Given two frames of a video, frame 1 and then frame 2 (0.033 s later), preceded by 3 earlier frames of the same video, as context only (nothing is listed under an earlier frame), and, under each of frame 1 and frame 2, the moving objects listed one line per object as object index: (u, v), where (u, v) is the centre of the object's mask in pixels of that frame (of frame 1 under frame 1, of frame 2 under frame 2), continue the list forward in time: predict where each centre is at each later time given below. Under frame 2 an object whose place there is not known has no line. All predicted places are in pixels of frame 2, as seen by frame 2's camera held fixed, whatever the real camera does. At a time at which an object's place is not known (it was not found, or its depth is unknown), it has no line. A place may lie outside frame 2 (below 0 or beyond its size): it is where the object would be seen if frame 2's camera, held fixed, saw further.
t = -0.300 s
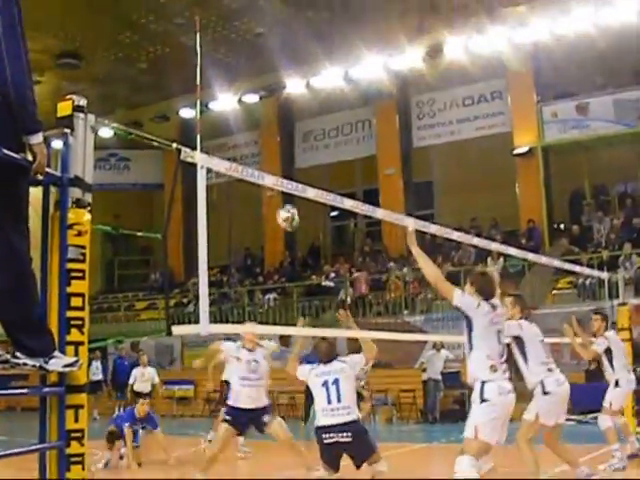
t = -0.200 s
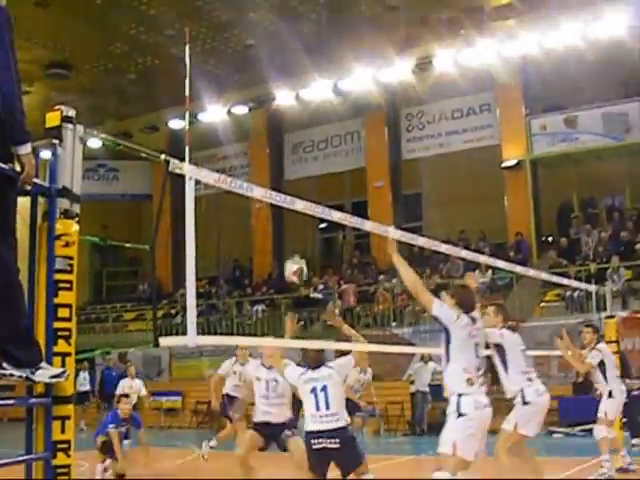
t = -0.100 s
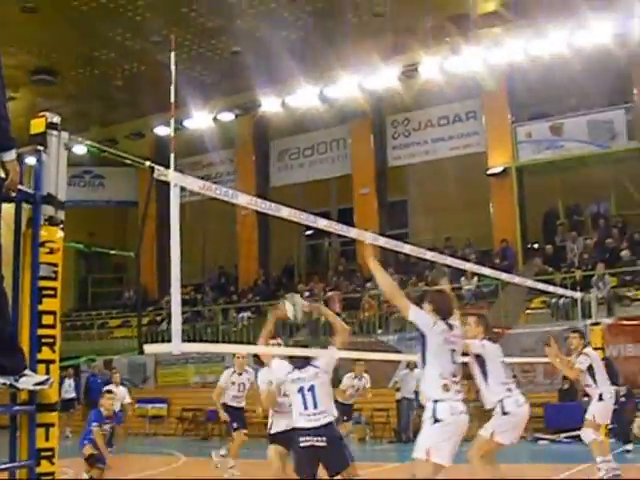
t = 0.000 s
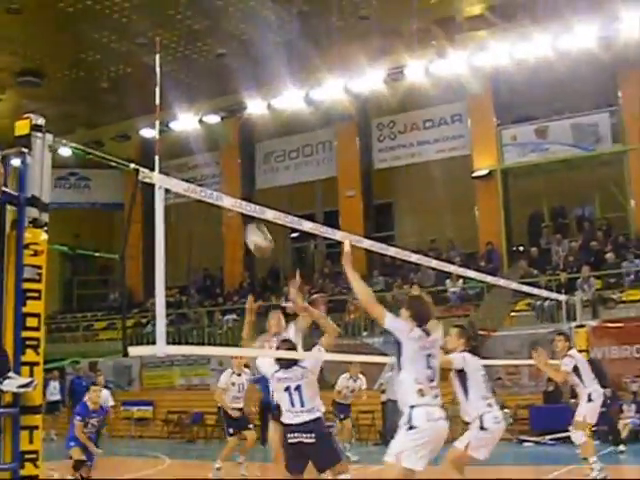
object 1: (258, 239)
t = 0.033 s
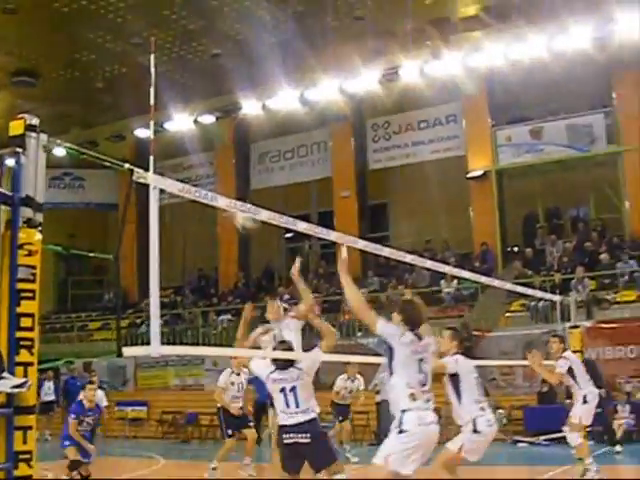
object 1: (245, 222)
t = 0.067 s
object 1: (238, 192)
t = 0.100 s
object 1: (229, 175)
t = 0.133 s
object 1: (220, 155)
